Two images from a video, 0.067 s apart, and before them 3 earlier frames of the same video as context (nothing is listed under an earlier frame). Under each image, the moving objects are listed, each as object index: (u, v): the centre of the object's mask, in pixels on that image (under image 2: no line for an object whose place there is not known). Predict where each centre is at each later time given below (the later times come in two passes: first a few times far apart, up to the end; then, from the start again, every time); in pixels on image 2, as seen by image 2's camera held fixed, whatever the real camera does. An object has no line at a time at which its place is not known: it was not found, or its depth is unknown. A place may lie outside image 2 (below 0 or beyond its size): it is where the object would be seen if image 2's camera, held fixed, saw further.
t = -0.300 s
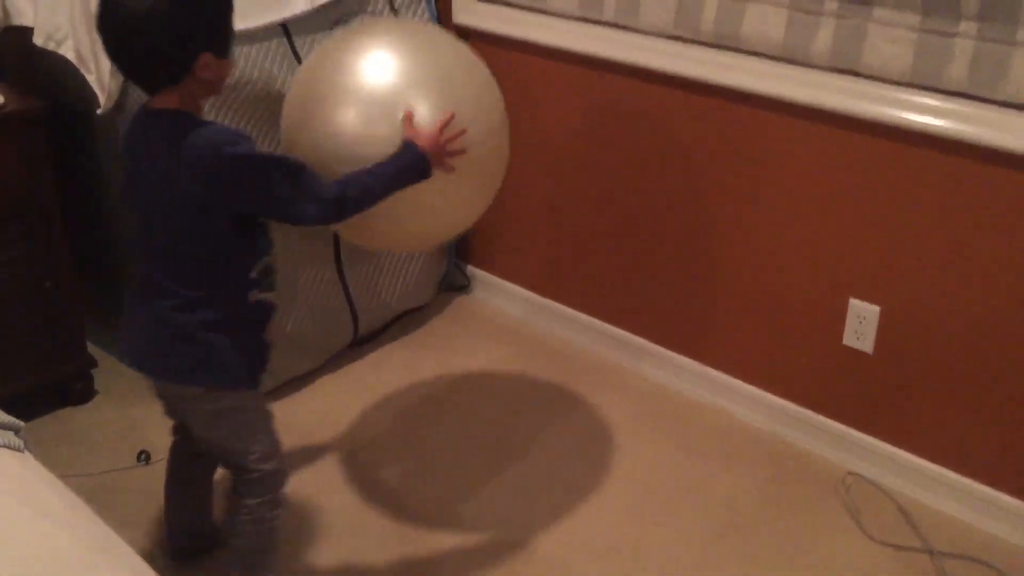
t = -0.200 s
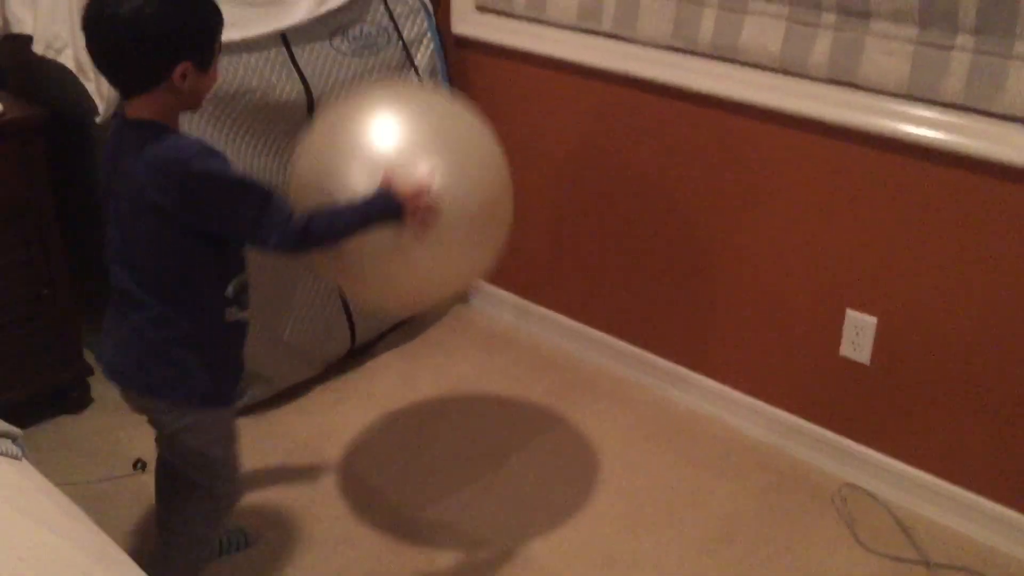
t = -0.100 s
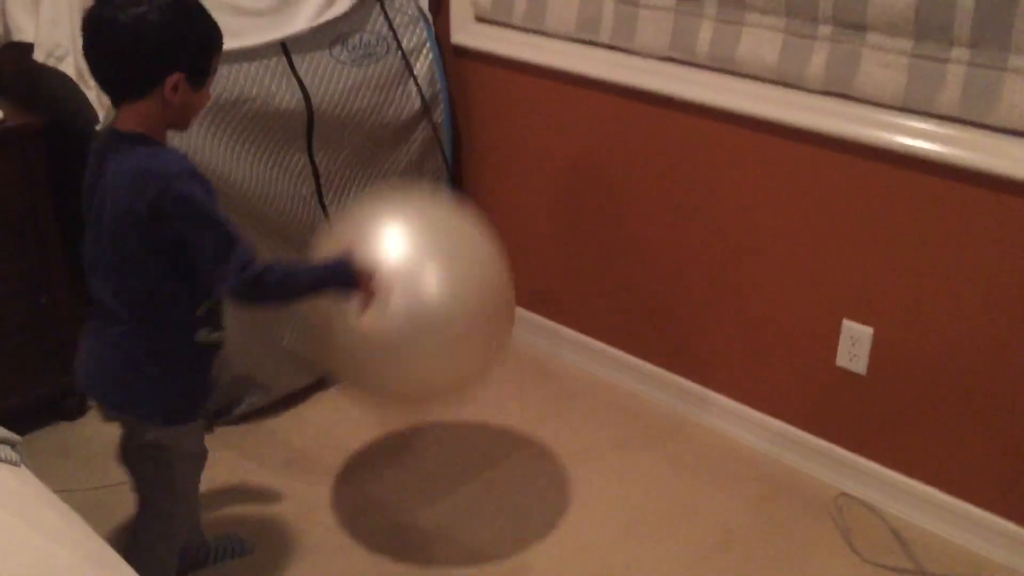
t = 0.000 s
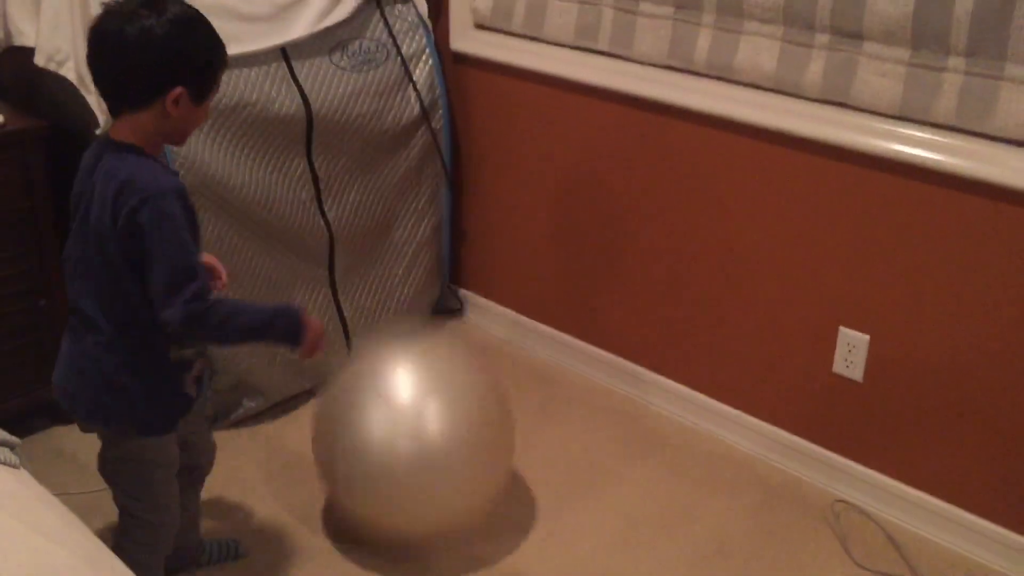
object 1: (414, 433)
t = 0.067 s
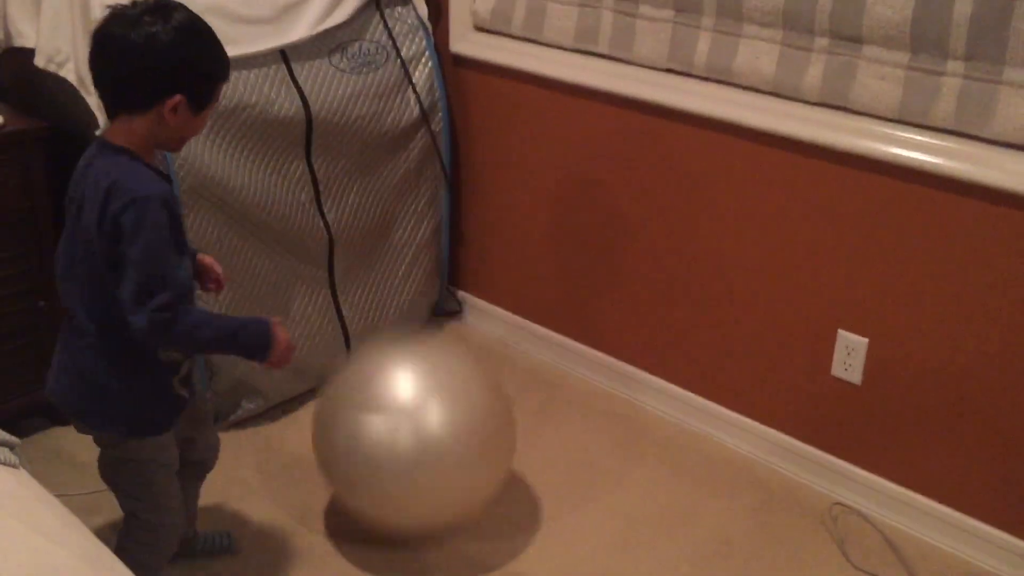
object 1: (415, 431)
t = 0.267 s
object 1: (422, 288)
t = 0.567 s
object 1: (438, 364)
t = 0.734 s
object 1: (450, 468)
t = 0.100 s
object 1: (414, 401)
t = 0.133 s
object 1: (416, 371)
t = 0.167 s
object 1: (417, 342)
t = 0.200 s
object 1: (418, 320)
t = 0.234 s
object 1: (420, 302)
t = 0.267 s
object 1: (422, 288)
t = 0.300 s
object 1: (423, 279)
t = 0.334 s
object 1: (425, 273)
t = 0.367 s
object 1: (427, 272)
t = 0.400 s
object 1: (428, 276)
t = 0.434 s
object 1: (431, 284)
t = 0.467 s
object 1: (432, 297)
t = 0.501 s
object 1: (434, 315)
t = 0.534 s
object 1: (435, 337)
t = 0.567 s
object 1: (438, 364)
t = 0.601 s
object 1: (440, 397)
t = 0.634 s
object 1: (442, 438)
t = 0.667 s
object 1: (445, 476)
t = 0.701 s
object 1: (447, 490)
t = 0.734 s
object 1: (450, 468)
